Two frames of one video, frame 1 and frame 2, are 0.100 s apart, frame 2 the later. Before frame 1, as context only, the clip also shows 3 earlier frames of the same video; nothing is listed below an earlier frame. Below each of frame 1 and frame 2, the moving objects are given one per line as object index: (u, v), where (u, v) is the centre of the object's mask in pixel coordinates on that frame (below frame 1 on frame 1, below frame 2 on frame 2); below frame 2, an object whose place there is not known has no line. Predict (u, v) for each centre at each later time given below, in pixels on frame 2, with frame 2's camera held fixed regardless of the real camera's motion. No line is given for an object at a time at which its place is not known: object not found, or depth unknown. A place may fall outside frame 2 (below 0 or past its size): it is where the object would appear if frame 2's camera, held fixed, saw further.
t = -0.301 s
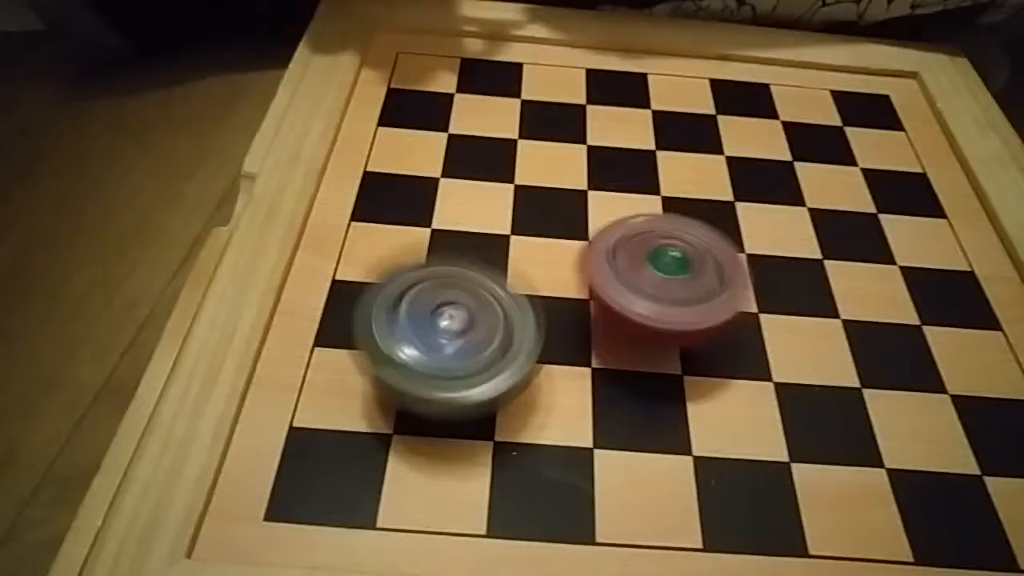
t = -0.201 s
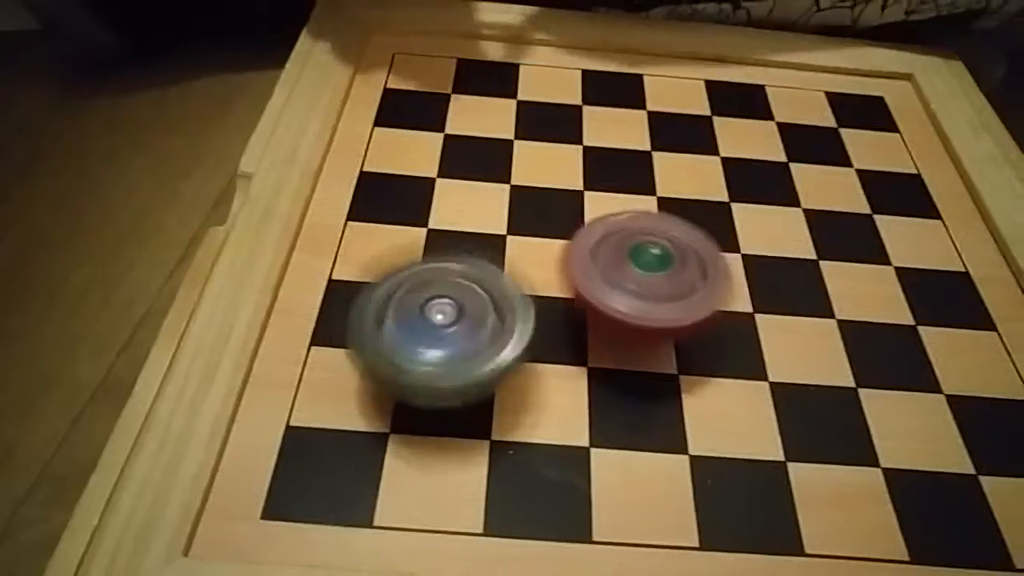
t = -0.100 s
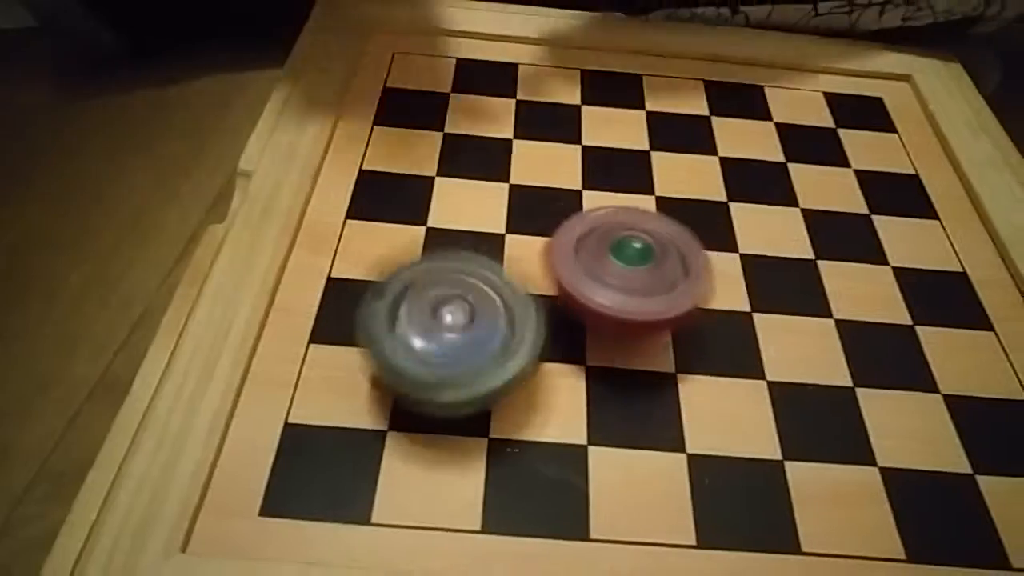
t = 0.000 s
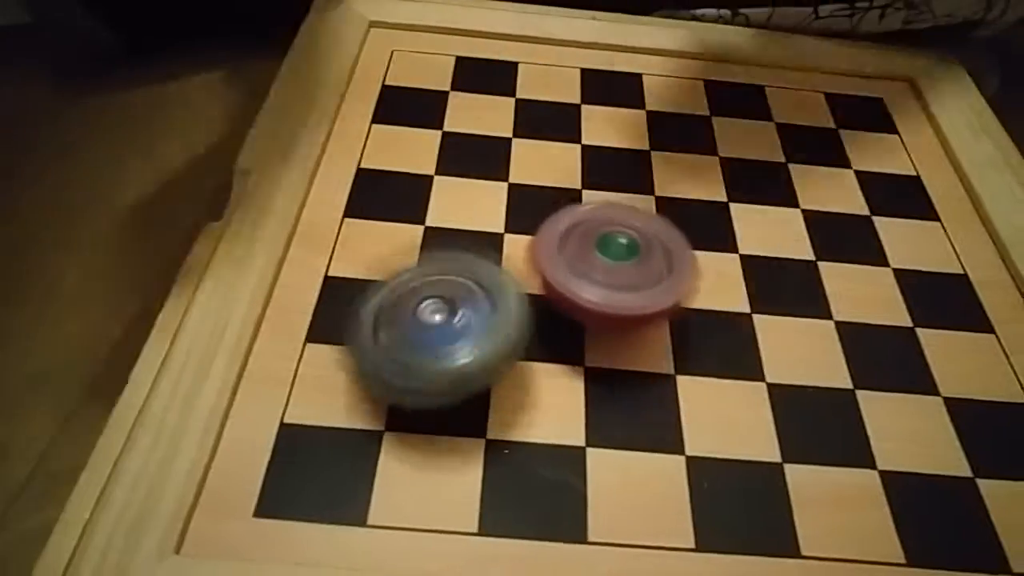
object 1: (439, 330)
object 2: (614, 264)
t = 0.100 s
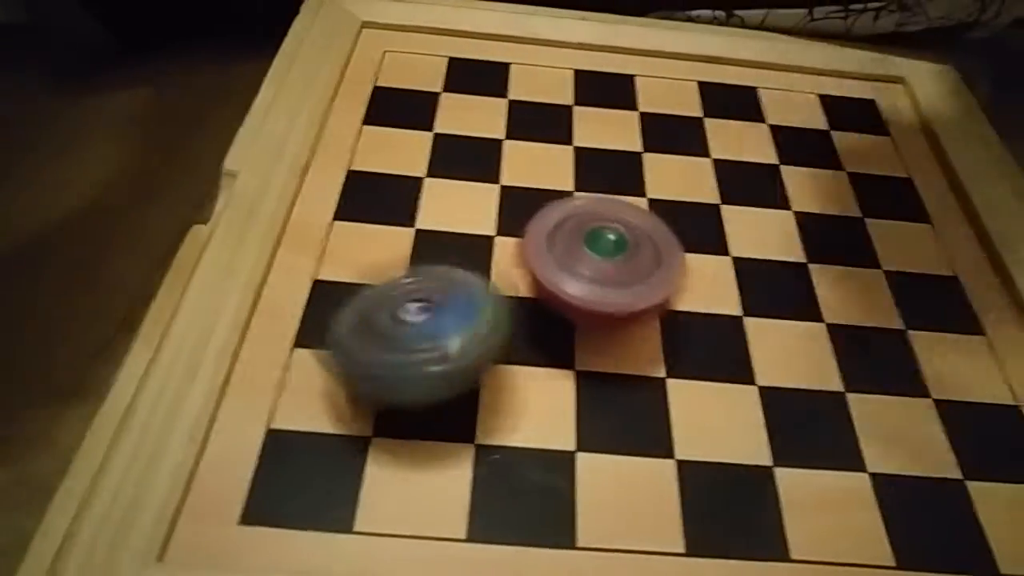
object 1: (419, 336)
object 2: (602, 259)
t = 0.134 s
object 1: (416, 334)
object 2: (604, 257)
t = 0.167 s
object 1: (414, 331)
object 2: (603, 253)
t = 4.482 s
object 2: (711, 381)
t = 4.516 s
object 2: (714, 385)
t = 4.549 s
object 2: (713, 386)
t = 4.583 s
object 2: (718, 391)
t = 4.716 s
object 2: (704, 402)
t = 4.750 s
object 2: (700, 407)
